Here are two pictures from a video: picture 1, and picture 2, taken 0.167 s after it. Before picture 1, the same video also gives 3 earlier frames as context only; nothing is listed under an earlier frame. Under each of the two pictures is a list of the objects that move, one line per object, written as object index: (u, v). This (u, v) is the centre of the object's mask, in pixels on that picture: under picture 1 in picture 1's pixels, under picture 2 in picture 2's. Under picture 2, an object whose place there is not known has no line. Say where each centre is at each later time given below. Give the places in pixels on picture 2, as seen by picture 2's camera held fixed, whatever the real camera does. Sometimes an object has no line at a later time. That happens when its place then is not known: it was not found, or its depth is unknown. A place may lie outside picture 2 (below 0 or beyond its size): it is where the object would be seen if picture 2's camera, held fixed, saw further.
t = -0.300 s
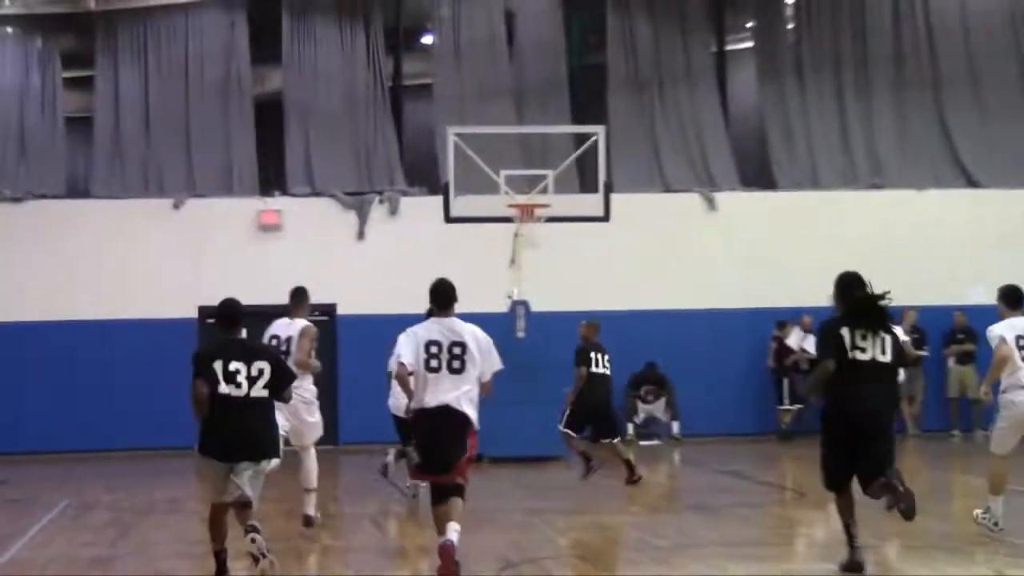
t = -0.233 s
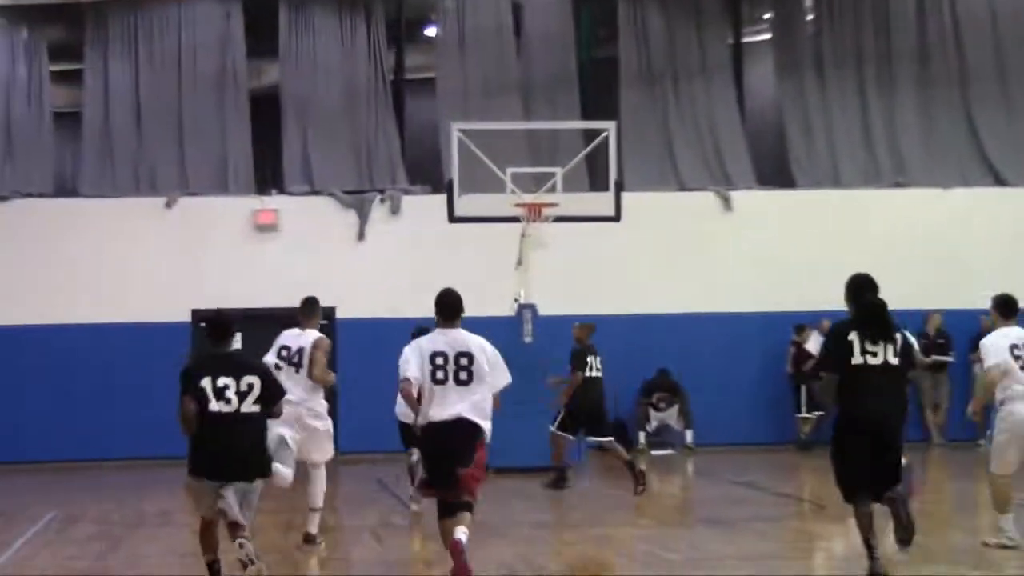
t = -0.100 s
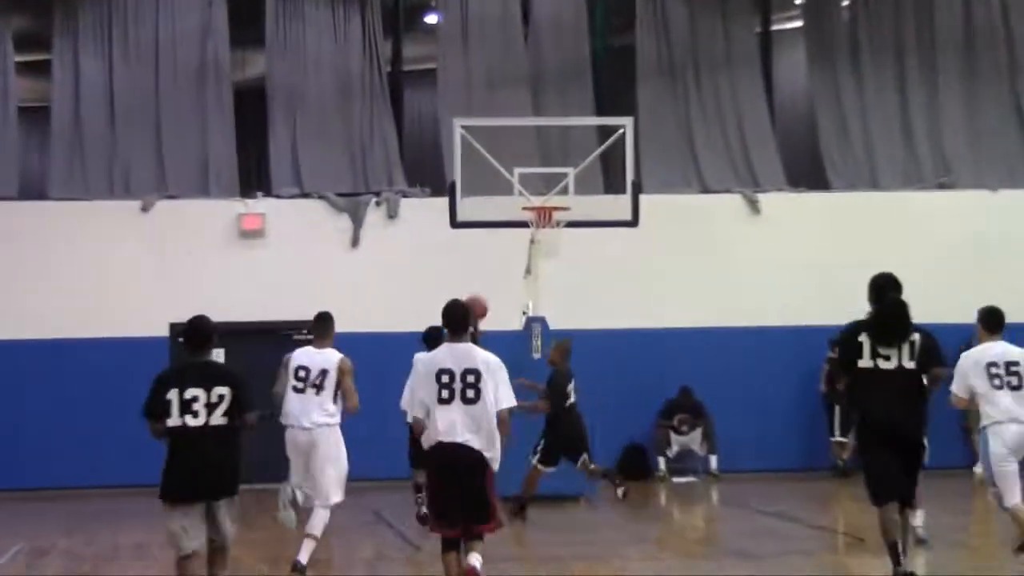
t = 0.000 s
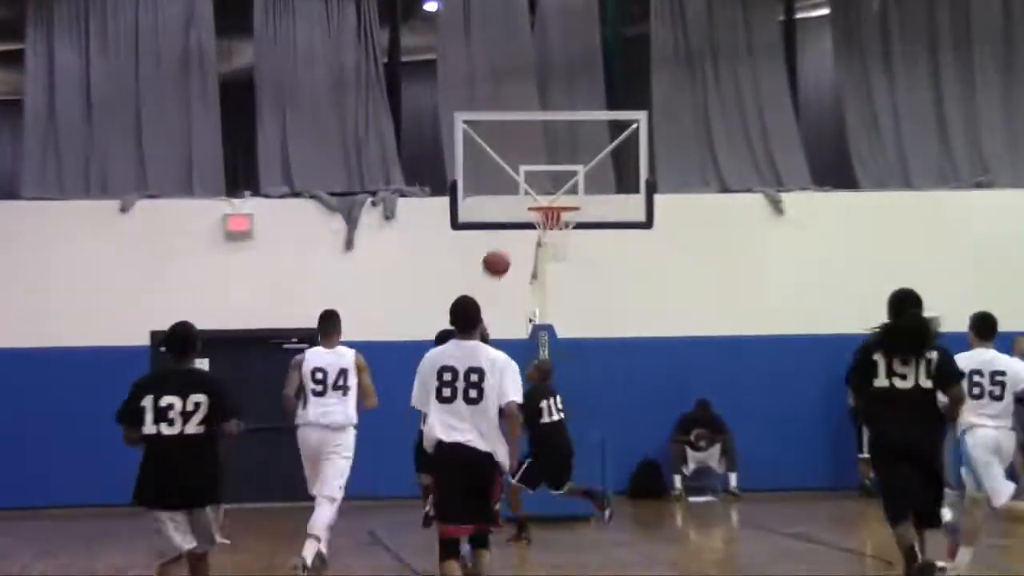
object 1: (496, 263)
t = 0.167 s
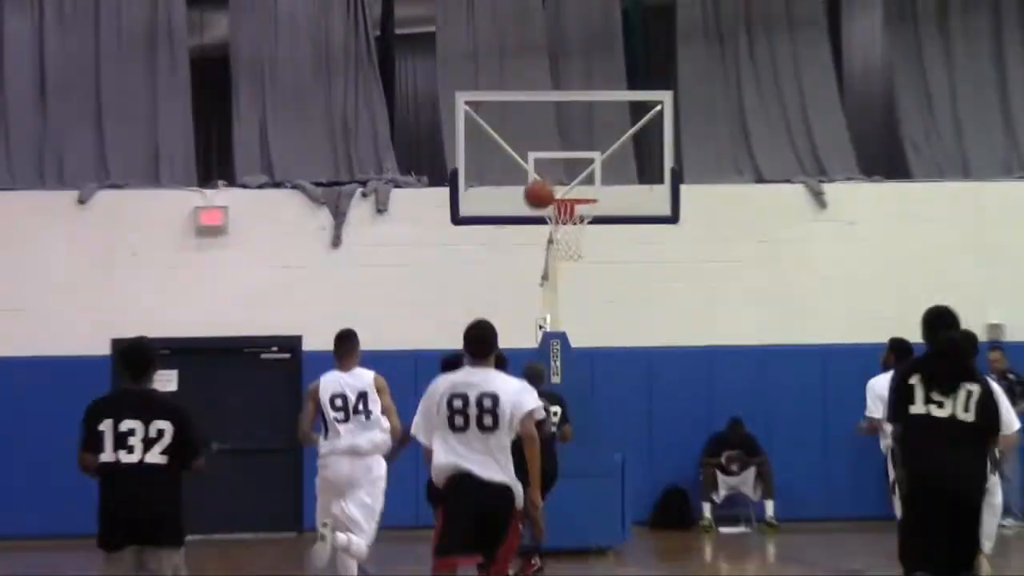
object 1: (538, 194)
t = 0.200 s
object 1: (546, 187)
